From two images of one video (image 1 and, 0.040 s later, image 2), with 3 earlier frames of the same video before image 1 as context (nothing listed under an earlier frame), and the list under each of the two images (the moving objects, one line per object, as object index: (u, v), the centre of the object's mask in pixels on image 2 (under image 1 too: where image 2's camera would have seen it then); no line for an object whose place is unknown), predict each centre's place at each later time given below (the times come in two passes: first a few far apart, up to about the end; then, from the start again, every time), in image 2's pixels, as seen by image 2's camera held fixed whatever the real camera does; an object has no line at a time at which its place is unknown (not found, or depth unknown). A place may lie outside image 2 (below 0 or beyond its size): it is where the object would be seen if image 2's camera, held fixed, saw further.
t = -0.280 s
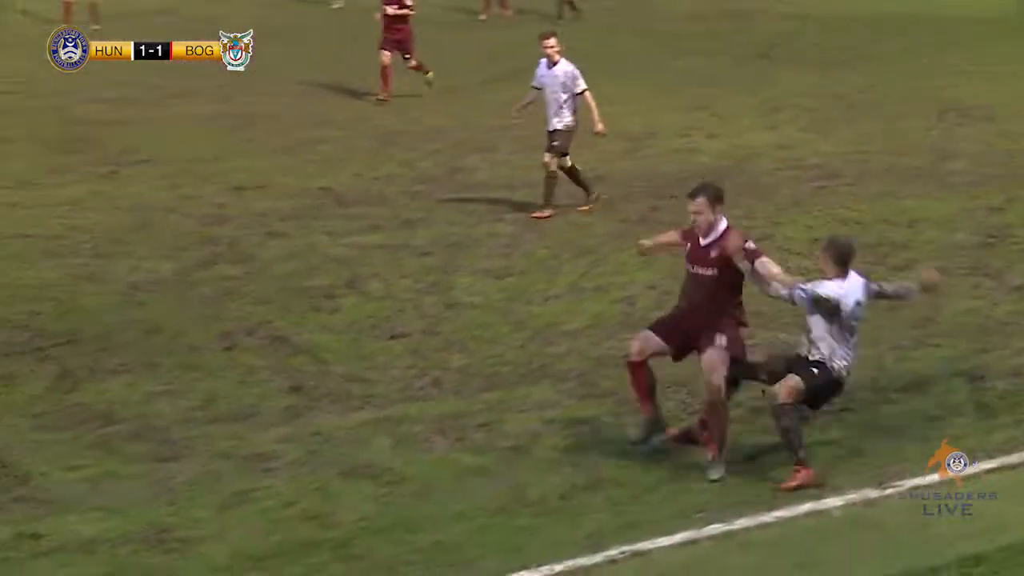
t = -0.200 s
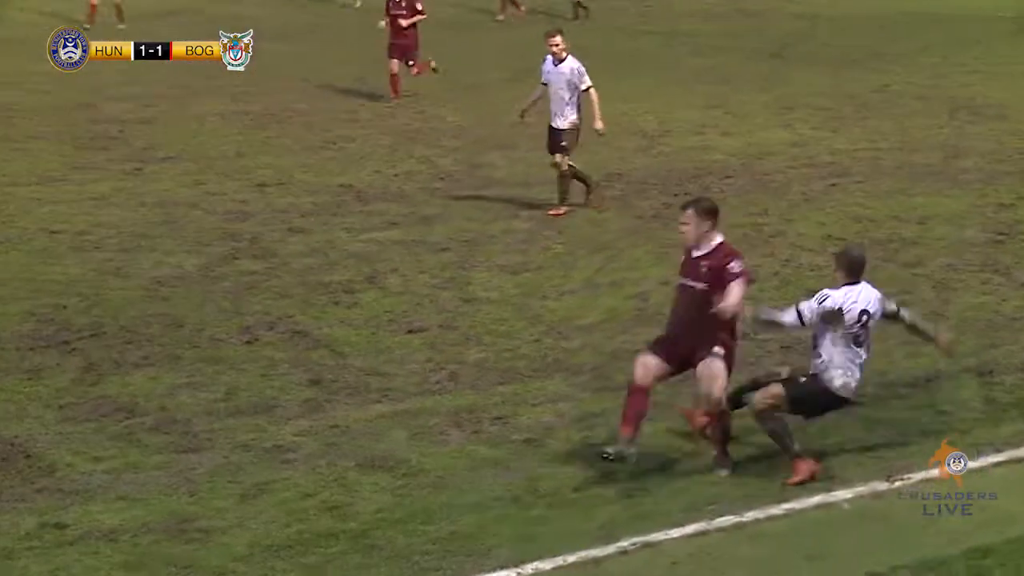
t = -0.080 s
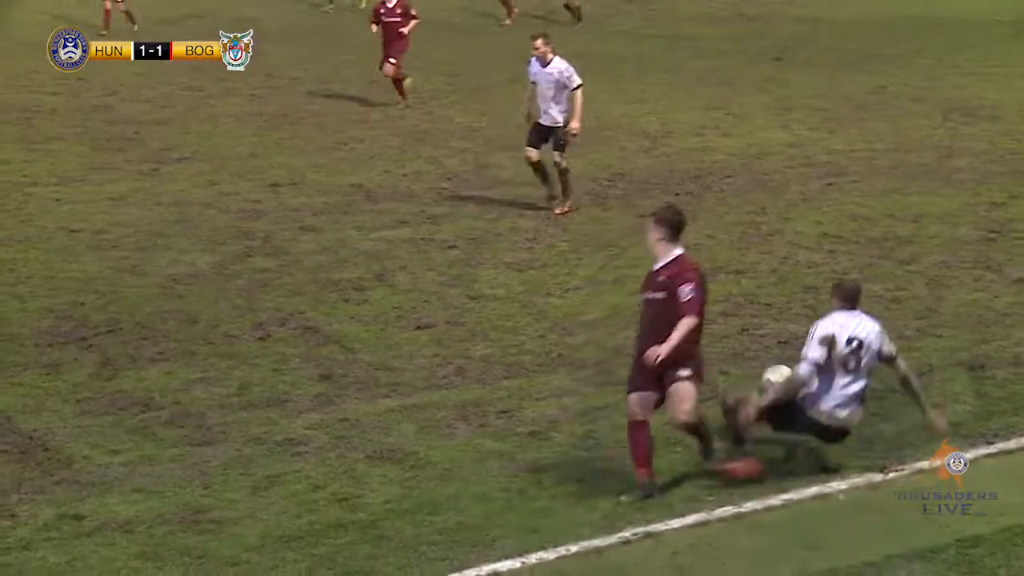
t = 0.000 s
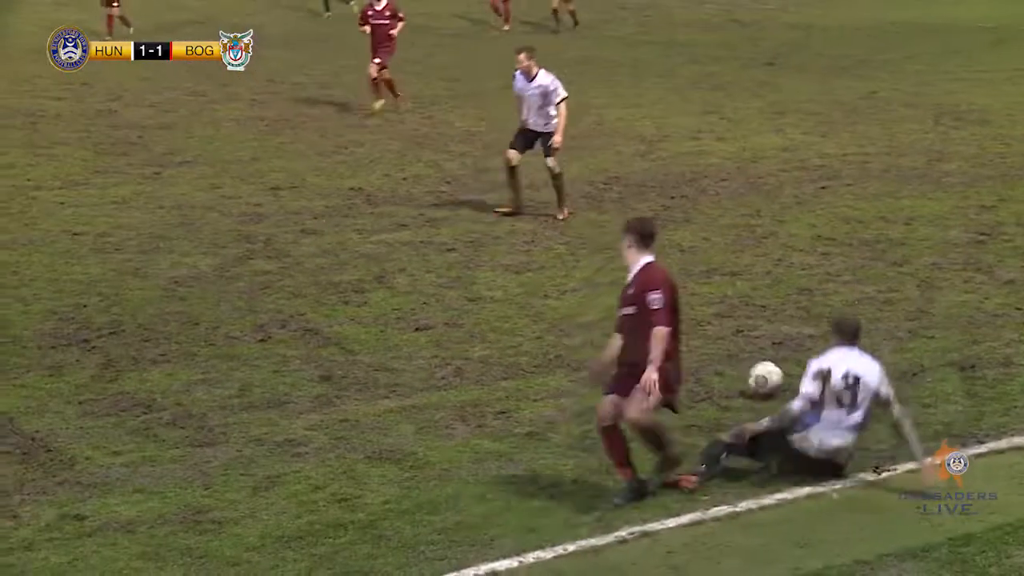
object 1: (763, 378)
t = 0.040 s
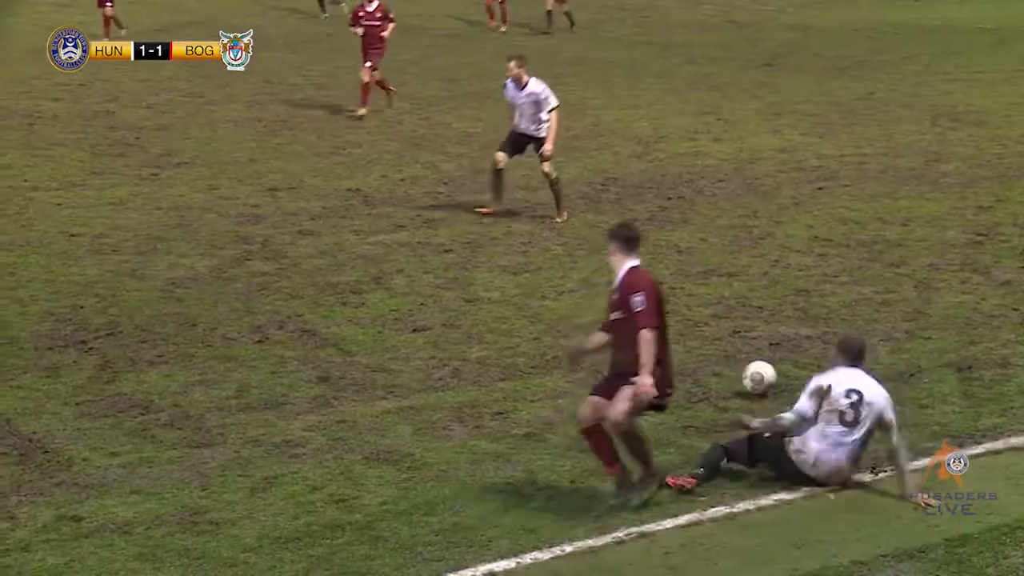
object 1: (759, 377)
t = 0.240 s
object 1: (741, 372)
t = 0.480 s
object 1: (725, 367)
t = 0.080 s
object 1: (755, 376)
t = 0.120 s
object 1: (751, 376)
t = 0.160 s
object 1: (748, 375)
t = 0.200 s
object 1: (745, 373)
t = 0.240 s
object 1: (741, 372)
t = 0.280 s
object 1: (738, 372)
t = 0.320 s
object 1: (735, 369)
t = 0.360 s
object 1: (732, 370)
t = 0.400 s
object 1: (730, 369)
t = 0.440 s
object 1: (727, 368)
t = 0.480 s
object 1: (725, 367)
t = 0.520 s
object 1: (723, 366)
